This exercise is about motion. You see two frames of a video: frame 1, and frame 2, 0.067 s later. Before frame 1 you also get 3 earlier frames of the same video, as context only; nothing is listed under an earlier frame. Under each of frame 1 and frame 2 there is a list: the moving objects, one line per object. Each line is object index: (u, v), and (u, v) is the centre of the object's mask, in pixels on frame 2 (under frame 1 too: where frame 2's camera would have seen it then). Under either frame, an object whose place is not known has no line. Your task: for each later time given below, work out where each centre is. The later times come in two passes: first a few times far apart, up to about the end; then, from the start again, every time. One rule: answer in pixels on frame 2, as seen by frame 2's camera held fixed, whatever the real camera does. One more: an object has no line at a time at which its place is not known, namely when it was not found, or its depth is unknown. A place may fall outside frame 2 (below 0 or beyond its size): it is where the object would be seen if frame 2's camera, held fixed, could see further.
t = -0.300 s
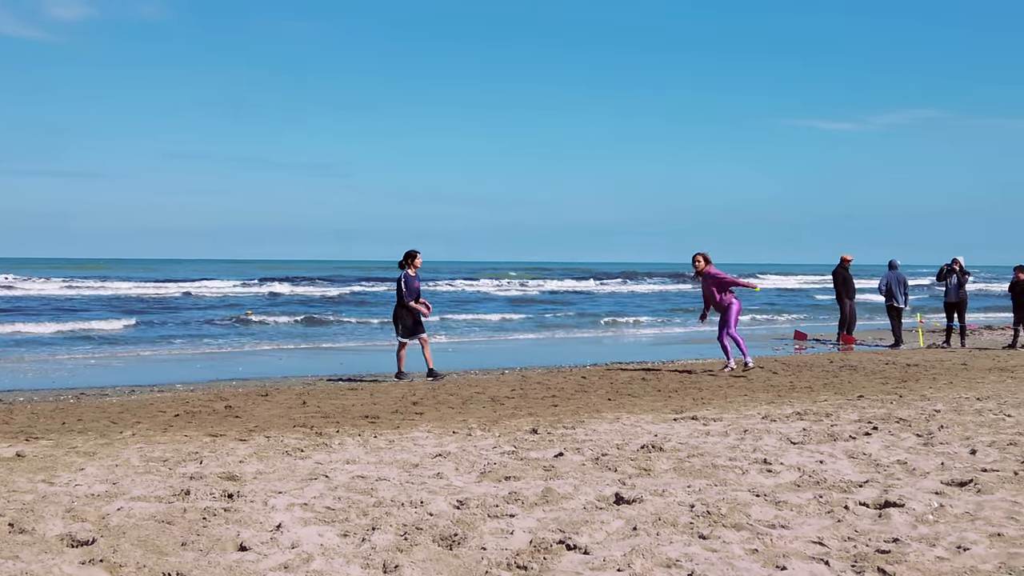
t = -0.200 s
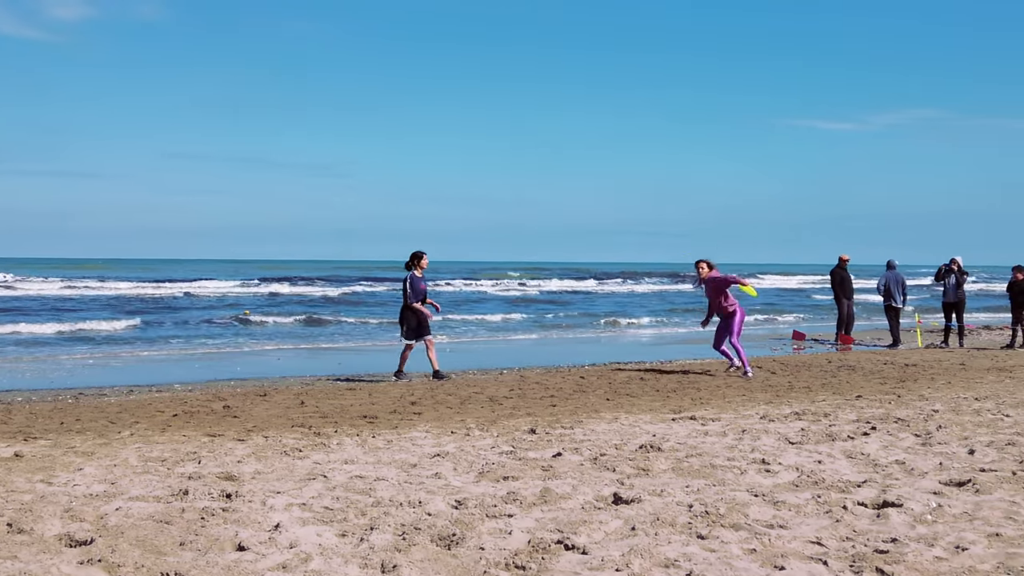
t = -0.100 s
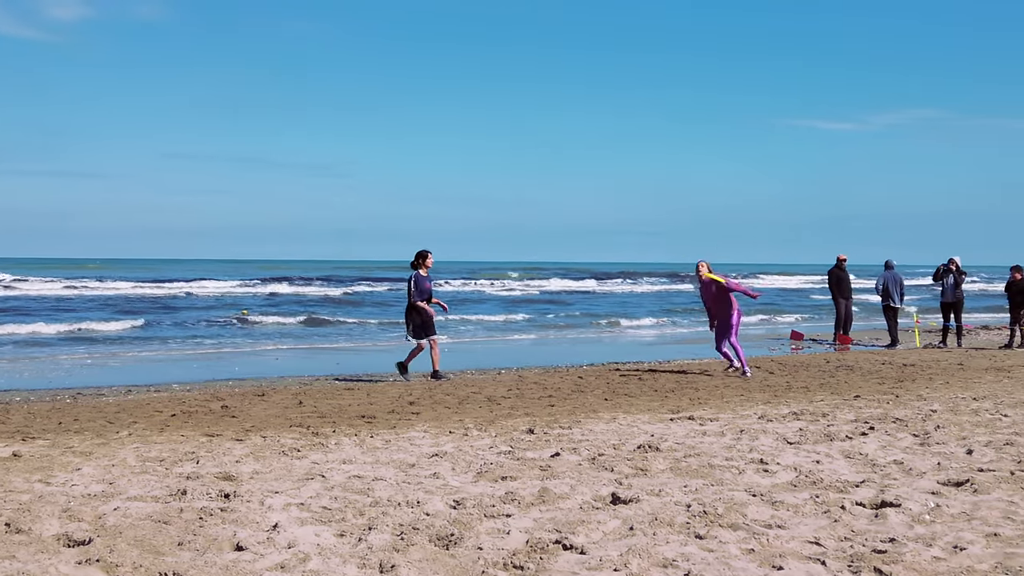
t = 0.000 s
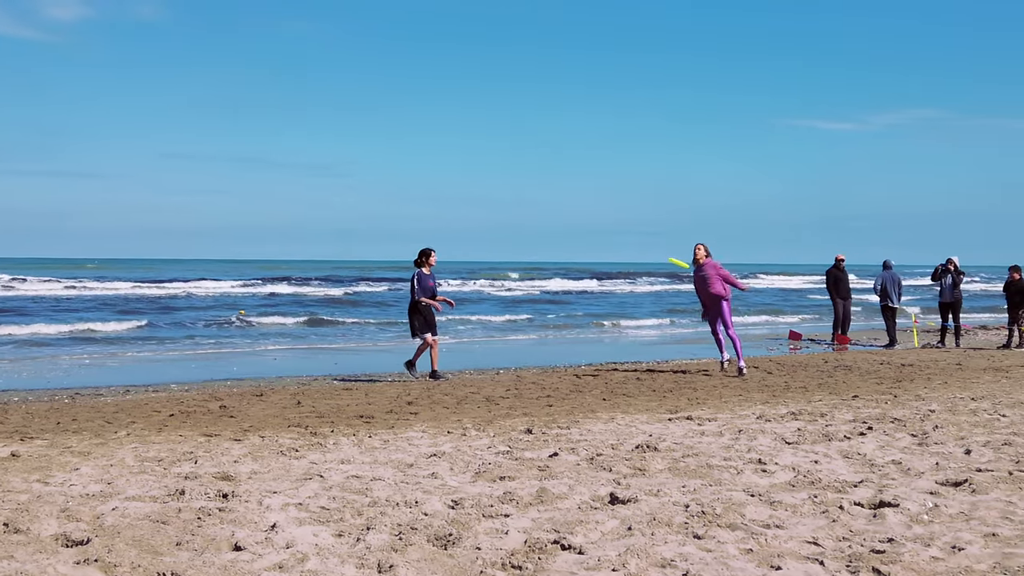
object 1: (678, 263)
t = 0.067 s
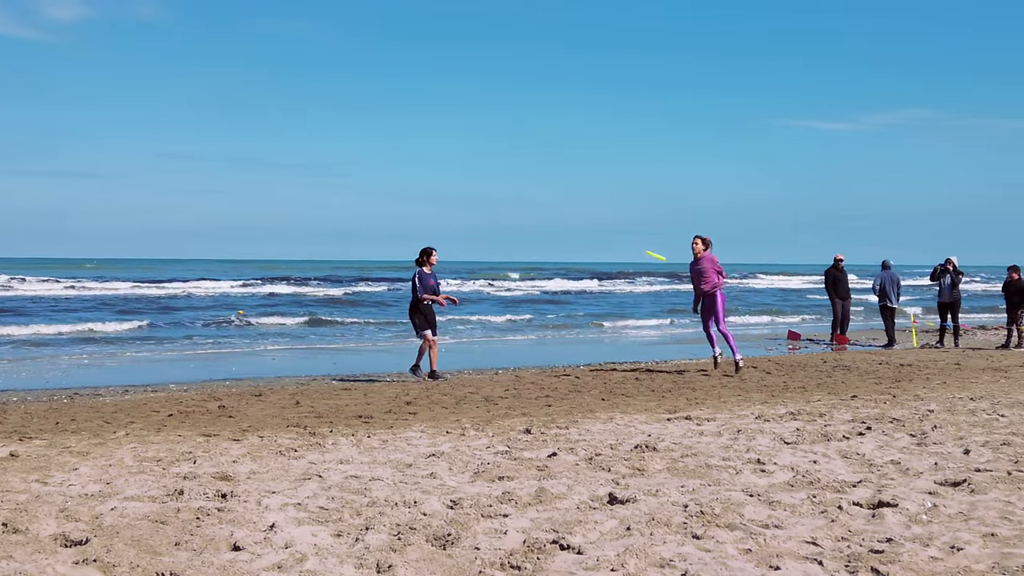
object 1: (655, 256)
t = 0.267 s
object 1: (596, 245)
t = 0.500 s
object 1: (536, 247)
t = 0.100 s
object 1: (644, 253)
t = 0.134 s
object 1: (634, 250)
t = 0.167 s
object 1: (625, 248)
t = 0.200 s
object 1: (615, 247)
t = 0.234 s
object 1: (604, 246)
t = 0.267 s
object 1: (596, 245)
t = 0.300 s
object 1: (586, 244)
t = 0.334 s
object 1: (577, 244)
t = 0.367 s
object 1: (568, 244)
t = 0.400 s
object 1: (560, 245)
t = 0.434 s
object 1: (552, 245)
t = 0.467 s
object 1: (543, 246)
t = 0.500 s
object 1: (536, 247)
